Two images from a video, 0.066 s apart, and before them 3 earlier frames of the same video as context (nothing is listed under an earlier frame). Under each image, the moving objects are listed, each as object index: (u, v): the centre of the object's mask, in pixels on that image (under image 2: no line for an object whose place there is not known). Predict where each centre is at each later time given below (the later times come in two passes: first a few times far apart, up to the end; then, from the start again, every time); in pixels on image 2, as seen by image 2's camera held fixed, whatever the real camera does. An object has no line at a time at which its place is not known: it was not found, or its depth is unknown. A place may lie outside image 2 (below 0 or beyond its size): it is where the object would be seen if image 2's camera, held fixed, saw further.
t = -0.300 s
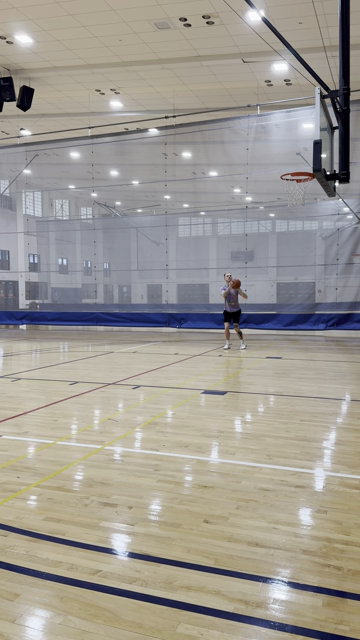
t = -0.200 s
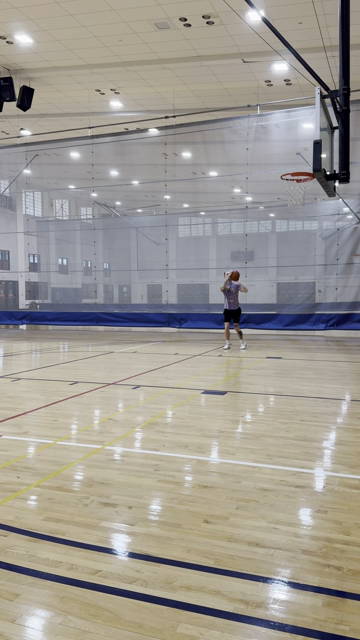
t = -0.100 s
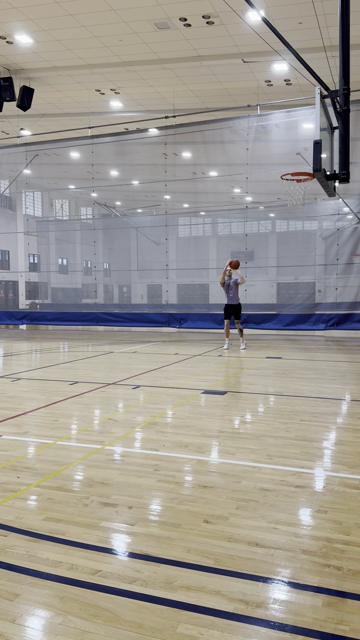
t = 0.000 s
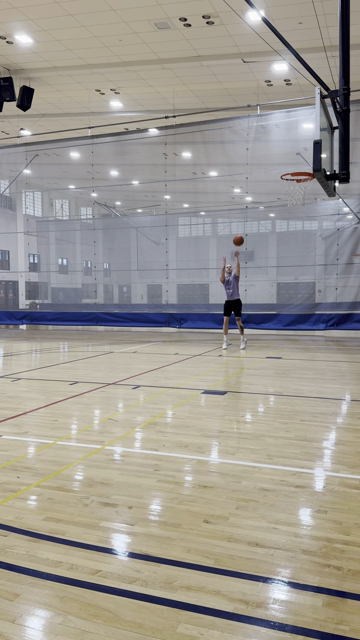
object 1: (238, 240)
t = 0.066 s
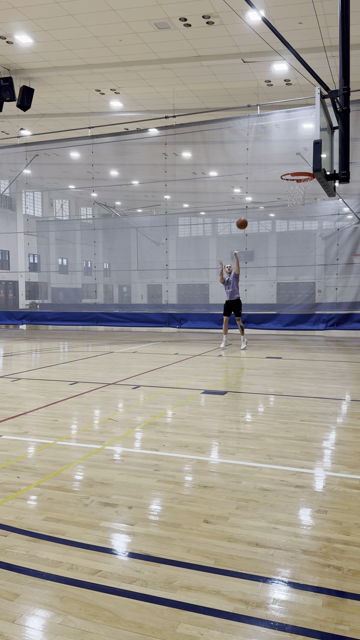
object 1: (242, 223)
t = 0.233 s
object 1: (251, 187)
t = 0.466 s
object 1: (266, 154)
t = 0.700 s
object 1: (283, 148)
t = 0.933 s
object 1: (299, 175)
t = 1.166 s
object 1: (294, 206)
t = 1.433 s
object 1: (299, 272)
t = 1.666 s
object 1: (304, 364)
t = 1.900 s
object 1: (312, 305)
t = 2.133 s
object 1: (322, 271)
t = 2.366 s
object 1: (330, 271)
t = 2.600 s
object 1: (339, 306)
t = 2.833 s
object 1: (348, 373)
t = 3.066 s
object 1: (354, 328)
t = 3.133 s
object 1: (355, 321)
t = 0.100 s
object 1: (243, 215)
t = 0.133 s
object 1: (245, 208)
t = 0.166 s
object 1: (247, 200)
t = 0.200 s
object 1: (249, 193)
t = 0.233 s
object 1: (251, 187)
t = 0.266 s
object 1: (253, 181)
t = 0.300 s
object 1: (255, 175)
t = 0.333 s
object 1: (257, 169)
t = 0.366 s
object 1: (259, 165)
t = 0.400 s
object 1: (261, 161)
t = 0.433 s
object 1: (263, 157)
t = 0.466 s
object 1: (266, 154)
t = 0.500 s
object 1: (268, 151)
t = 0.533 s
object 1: (271, 149)
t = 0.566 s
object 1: (273, 147)
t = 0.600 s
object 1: (276, 146)
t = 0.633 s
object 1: (278, 146)
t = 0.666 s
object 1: (281, 146)
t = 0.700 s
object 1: (283, 148)
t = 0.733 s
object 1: (286, 149)
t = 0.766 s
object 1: (289, 152)
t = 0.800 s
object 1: (291, 155)
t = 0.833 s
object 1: (294, 159)
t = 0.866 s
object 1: (297, 164)
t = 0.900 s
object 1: (301, 167)
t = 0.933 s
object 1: (299, 175)
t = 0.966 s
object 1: (294, 181)
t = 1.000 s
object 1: (290, 185)
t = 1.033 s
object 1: (291, 188)
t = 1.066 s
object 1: (291, 192)
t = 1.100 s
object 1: (293, 197)
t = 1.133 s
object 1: (293, 201)
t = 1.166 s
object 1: (294, 206)
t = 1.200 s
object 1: (295, 212)
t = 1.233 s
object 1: (295, 218)
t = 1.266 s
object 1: (296, 226)
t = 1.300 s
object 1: (296, 234)
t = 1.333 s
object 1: (297, 242)
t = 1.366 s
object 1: (298, 251)
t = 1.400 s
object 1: (298, 262)
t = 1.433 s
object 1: (299, 272)
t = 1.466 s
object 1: (300, 283)
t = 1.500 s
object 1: (301, 295)
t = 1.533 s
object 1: (301, 308)
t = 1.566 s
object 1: (302, 320)
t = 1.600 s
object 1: (302, 334)
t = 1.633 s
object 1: (303, 349)
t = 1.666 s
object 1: (304, 364)
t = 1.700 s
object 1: (305, 360)
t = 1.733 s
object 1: (306, 349)
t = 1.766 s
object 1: (307, 339)
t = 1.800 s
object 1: (309, 330)
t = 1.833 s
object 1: (310, 321)
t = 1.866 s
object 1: (311, 313)
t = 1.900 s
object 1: (312, 305)
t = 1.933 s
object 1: (314, 298)
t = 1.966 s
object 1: (315, 292)
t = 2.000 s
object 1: (316, 287)
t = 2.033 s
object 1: (318, 282)
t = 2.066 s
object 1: (319, 278)
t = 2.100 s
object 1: (320, 274)
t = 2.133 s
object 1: (322, 271)
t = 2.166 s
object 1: (323, 269)
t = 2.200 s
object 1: (324, 268)
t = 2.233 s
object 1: (326, 267)
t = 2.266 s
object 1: (327, 267)
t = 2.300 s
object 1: (328, 268)
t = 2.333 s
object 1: (330, 270)
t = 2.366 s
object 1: (330, 271)
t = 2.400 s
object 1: (331, 274)
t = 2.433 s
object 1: (333, 277)
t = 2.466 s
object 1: (334, 281)
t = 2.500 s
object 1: (335, 286)
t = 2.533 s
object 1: (336, 292)
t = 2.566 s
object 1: (338, 298)
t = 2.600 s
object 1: (339, 306)
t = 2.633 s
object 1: (340, 314)
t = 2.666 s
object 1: (341, 322)
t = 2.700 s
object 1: (343, 332)
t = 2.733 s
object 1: (344, 343)
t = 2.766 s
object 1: (345, 354)
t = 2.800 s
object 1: (347, 366)
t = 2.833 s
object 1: (348, 373)
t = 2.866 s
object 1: (349, 364)
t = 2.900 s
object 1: (350, 356)
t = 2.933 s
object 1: (351, 349)
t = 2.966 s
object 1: (352, 343)
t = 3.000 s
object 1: (352, 337)
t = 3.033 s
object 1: (353, 332)
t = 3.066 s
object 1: (354, 328)
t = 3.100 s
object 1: (354, 324)
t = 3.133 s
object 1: (355, 321)
